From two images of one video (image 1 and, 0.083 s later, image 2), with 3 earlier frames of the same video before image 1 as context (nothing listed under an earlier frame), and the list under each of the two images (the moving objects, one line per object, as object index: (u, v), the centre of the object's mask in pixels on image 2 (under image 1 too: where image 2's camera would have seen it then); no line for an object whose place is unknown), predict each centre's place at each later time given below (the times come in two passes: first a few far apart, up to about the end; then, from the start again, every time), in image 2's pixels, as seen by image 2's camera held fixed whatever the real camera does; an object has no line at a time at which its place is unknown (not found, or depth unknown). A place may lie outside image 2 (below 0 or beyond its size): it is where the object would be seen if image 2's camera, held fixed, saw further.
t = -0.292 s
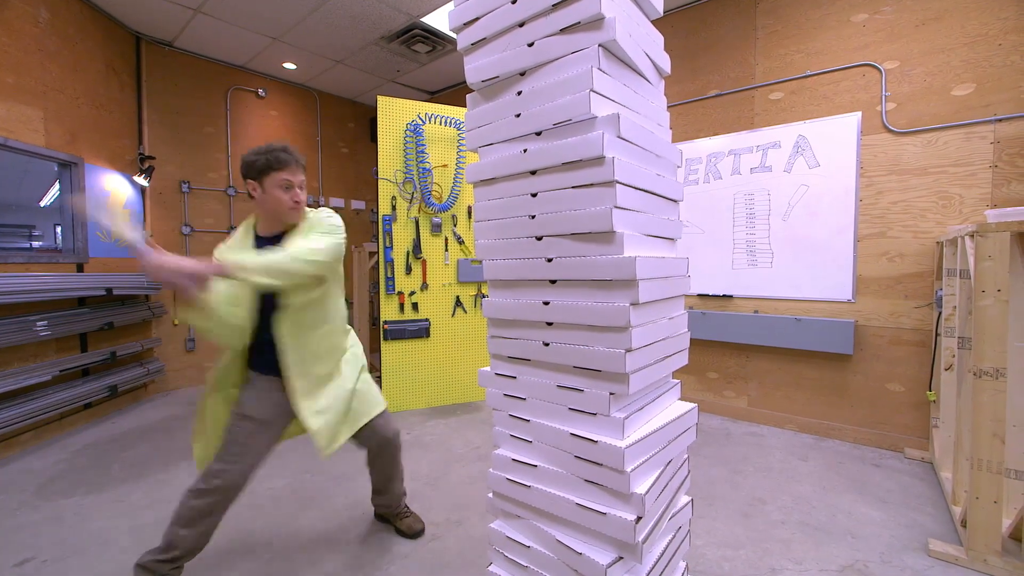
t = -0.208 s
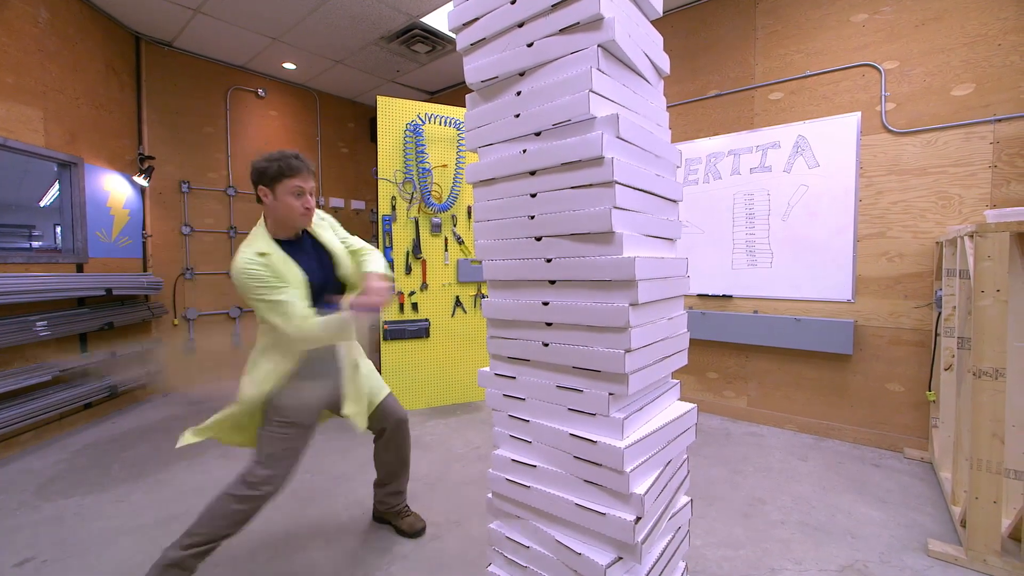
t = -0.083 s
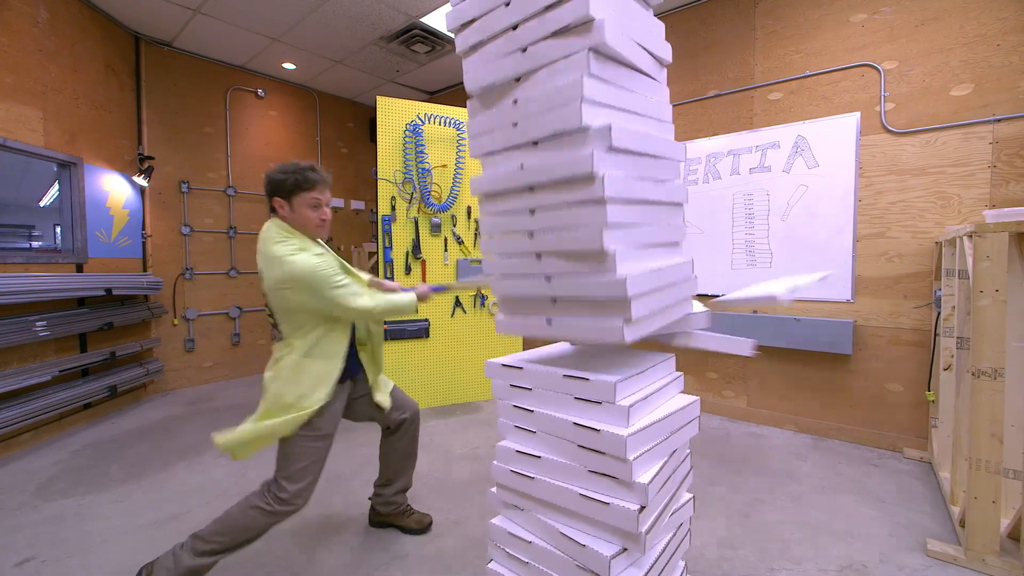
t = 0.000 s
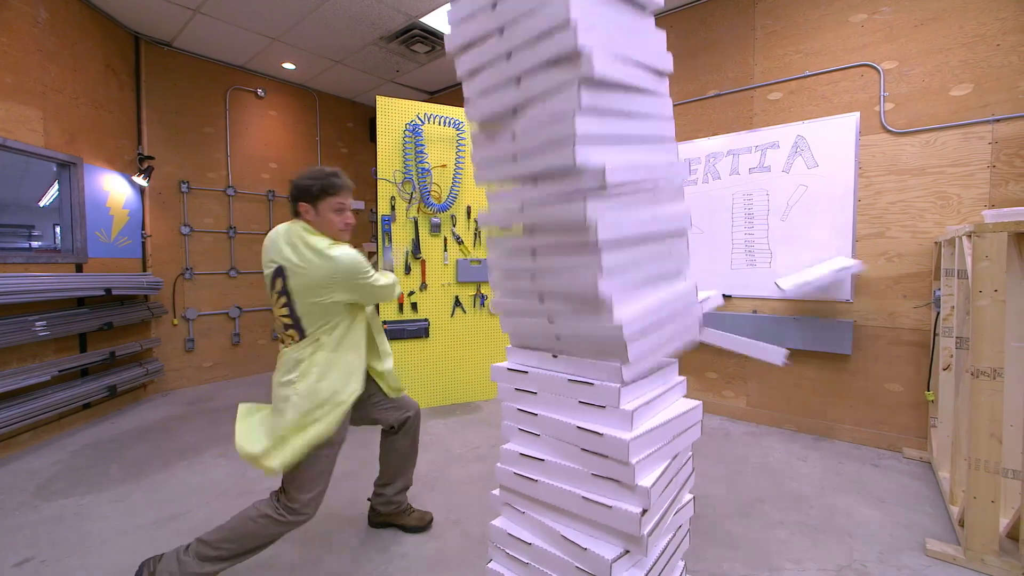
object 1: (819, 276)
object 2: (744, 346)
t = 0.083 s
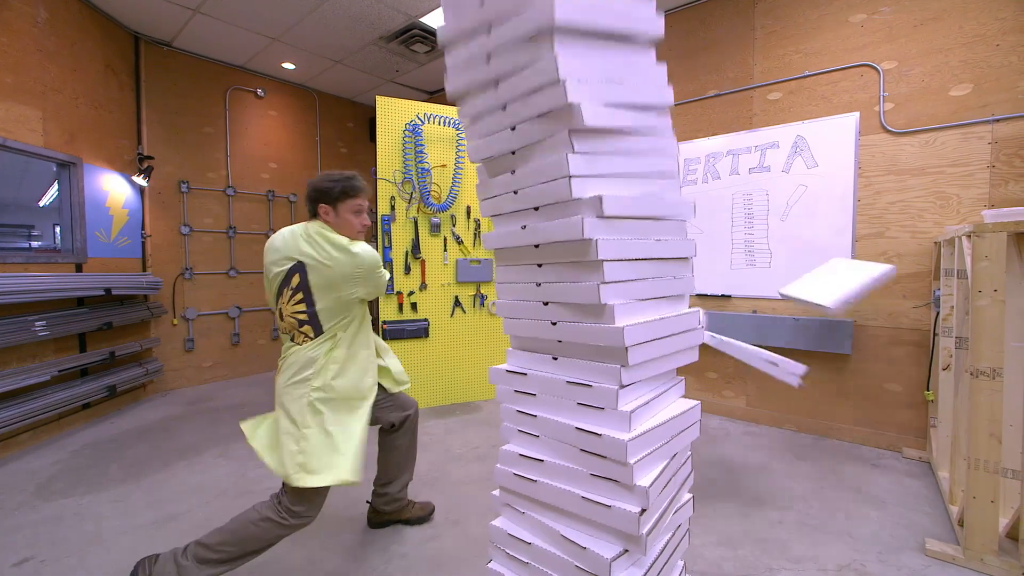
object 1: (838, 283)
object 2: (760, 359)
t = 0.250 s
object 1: (879, 340)
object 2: (794, 396)
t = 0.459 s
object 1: (890, 456)
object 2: (799, 438)
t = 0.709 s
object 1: (861, 490)
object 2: (793, 443)
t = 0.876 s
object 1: (860, 496)
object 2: (796, 445)
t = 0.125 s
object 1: (848, 292)
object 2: (765, 366)
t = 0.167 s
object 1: (857, 304)
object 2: (773, 376)
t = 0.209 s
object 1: (868, 320)
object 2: (783, 386)
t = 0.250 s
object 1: (879, 340)
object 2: (794, 396)
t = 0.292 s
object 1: (891, 362)
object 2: (801, 406)
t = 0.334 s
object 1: (901, 388)
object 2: (802, 415)
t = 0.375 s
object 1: (908, 419)
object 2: (801, 421)
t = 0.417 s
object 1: (903, 438)
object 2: (797, 432)
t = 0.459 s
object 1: (890, 456)
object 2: (799, 438)
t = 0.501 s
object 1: (871, 476)
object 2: (798, 444)
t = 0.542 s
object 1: (862, 480)
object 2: (797, 444)
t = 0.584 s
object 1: (866, 480)
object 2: (797, 445)
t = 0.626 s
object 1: (865, 484)
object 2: (797, 445)
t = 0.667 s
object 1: (863, 487)
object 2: (796, 444)
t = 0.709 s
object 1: (861, 490)
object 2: (793, 443)
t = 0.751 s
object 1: (860, 492)
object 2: (793, 443)
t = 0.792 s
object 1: (860, 494)
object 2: (796, 445)
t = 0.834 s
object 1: (860, 496)
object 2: (796, 445)
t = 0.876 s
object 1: (860, 496)
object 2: (796, 445)
